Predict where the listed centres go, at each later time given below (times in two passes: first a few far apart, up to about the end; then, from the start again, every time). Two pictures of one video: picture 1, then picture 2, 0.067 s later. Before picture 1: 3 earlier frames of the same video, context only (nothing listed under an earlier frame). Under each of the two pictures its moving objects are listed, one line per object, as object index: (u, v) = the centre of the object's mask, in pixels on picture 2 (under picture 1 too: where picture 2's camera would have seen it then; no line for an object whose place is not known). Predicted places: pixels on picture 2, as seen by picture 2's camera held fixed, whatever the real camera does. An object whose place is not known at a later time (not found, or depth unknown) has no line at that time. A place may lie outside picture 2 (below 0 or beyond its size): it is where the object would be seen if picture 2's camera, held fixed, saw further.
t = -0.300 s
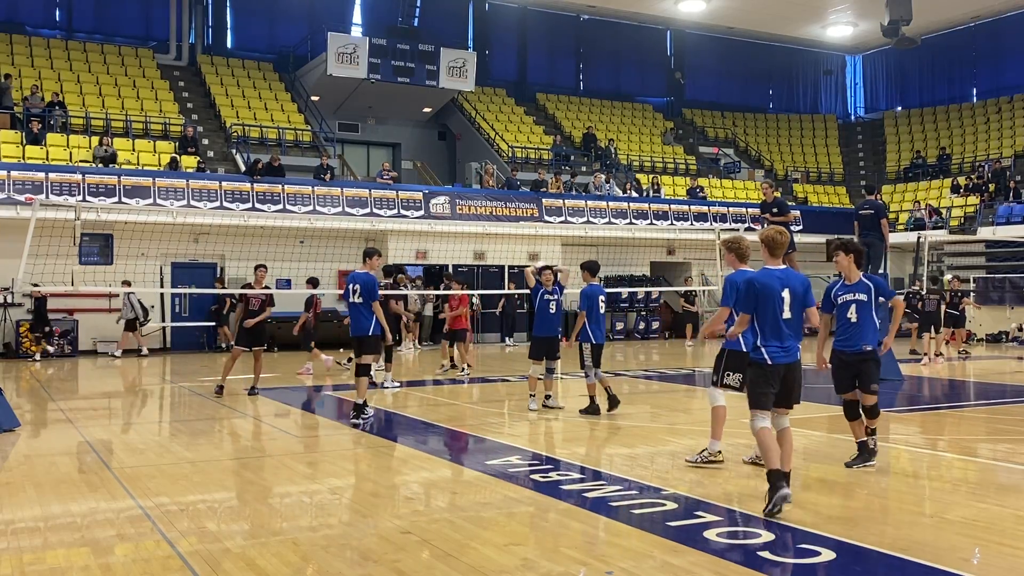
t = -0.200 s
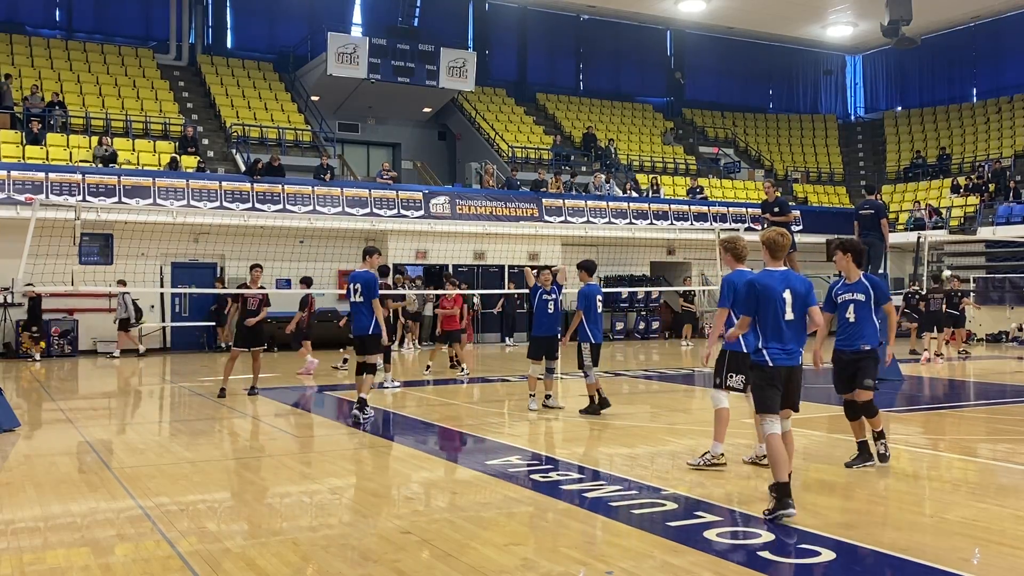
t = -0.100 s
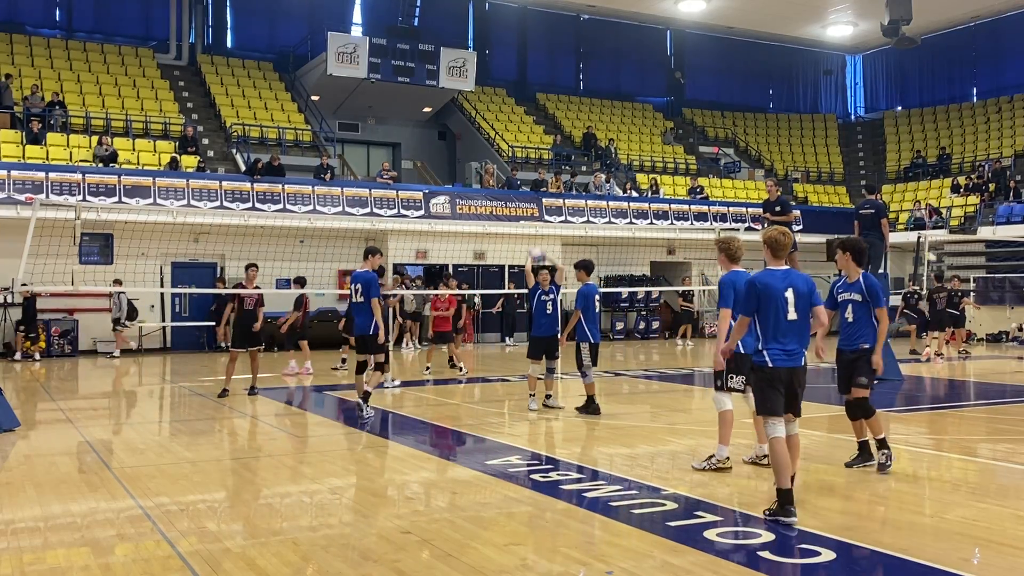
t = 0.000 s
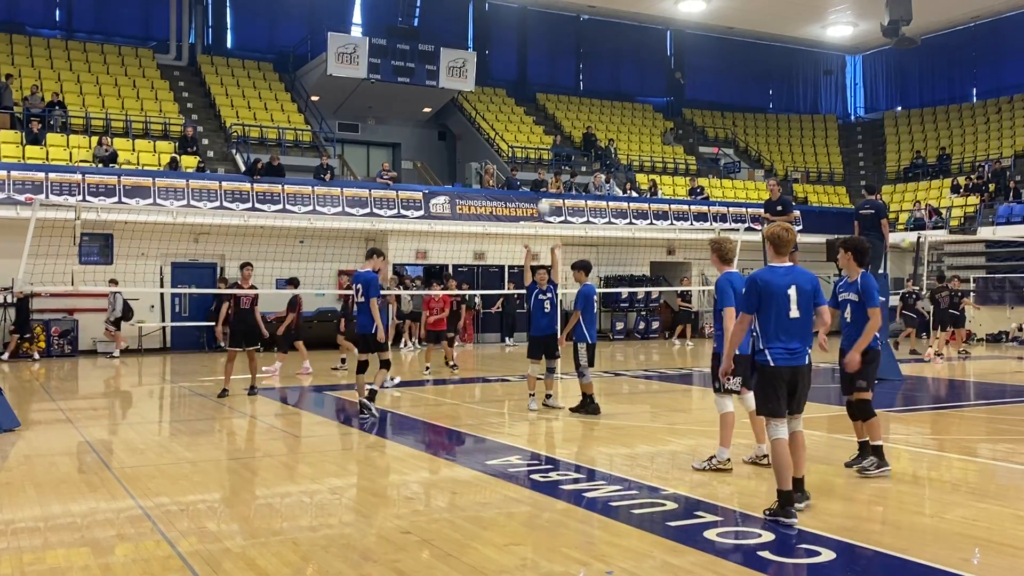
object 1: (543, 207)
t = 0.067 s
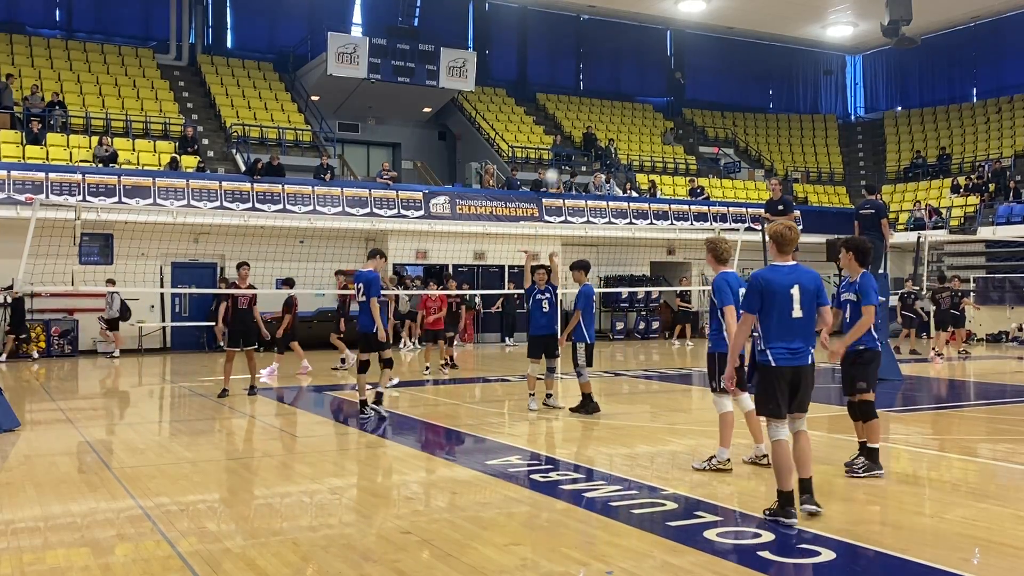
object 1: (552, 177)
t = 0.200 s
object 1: (569, 125)
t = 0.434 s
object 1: (606, 60)
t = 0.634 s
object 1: (648, 40)
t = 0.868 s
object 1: (709, 81)
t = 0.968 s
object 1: (740, 126)
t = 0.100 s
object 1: (556, 164)
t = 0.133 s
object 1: (560, 151)
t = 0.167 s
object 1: (564, 138)
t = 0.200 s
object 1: (569, 125)
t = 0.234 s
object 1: (573, 114)
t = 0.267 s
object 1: (579, 102)
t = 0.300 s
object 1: (584, 93)
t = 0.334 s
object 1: (589, 84)
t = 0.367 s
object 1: (594, 75)
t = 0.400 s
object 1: (600, 67)
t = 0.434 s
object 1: (606, 60)
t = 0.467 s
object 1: (613, 54)
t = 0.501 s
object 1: (619, 49)
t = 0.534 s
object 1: (626, 45)
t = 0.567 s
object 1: (633, 42)
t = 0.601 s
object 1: (640, 41)
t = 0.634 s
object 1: (648, 40)
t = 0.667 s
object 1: (655, 41)
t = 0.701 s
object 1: (664, 44)
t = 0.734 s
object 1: (672, 48)
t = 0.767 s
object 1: (681, 54)
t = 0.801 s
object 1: (690, 61)
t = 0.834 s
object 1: (699, 70)
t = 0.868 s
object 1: (709, 81)
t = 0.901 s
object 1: (719, 94)
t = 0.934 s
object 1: (730, 109)
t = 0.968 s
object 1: (740, 126)
